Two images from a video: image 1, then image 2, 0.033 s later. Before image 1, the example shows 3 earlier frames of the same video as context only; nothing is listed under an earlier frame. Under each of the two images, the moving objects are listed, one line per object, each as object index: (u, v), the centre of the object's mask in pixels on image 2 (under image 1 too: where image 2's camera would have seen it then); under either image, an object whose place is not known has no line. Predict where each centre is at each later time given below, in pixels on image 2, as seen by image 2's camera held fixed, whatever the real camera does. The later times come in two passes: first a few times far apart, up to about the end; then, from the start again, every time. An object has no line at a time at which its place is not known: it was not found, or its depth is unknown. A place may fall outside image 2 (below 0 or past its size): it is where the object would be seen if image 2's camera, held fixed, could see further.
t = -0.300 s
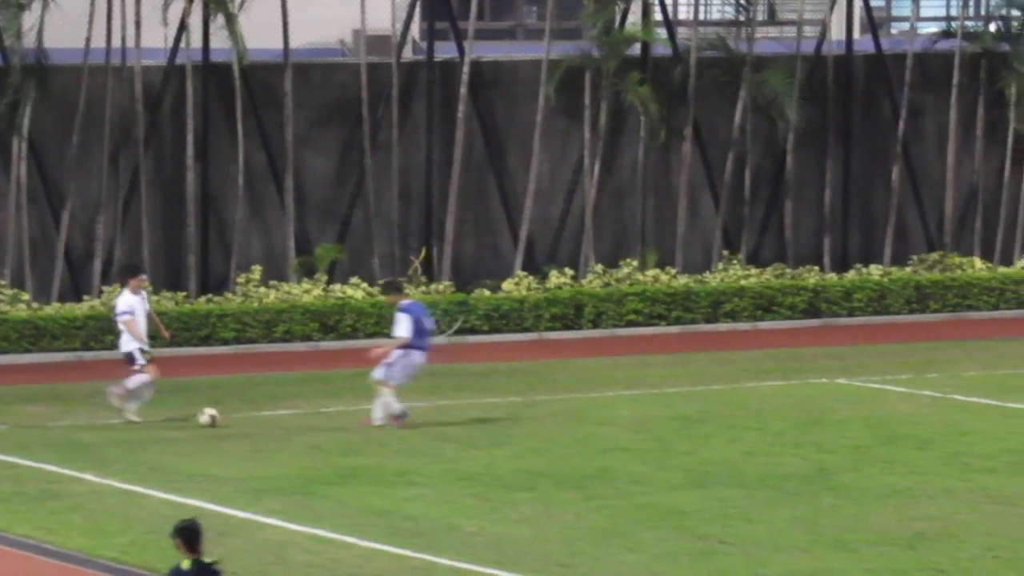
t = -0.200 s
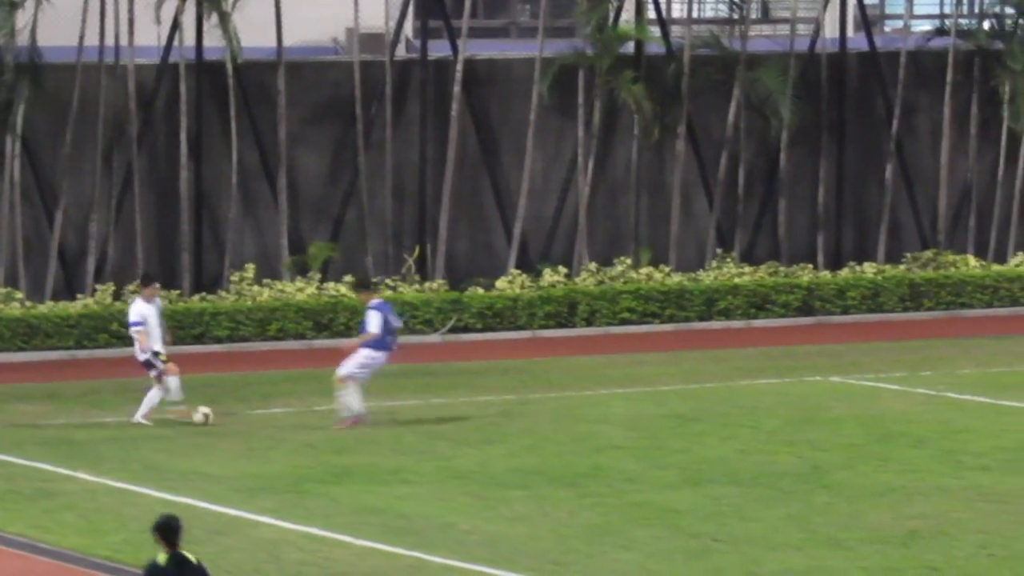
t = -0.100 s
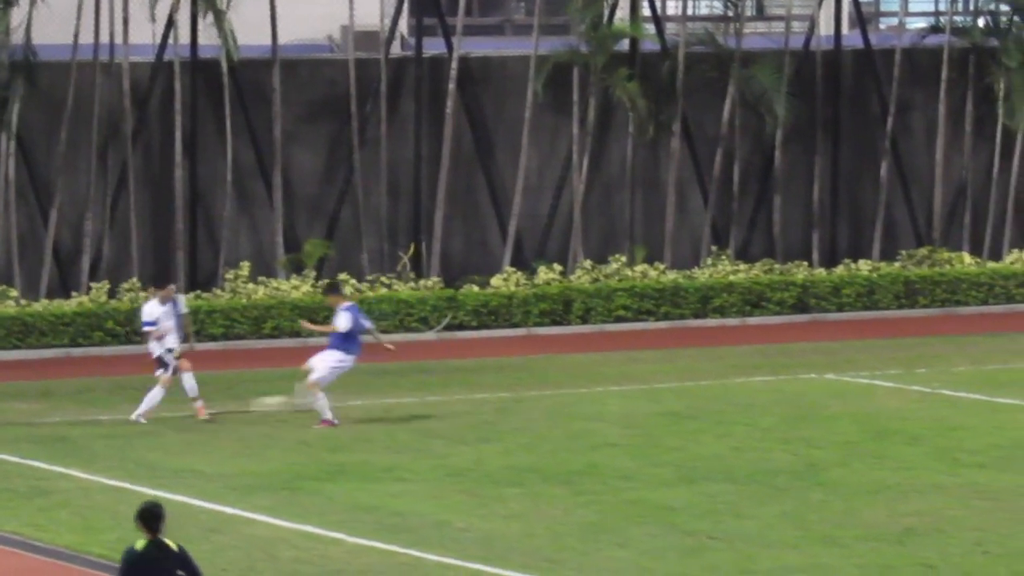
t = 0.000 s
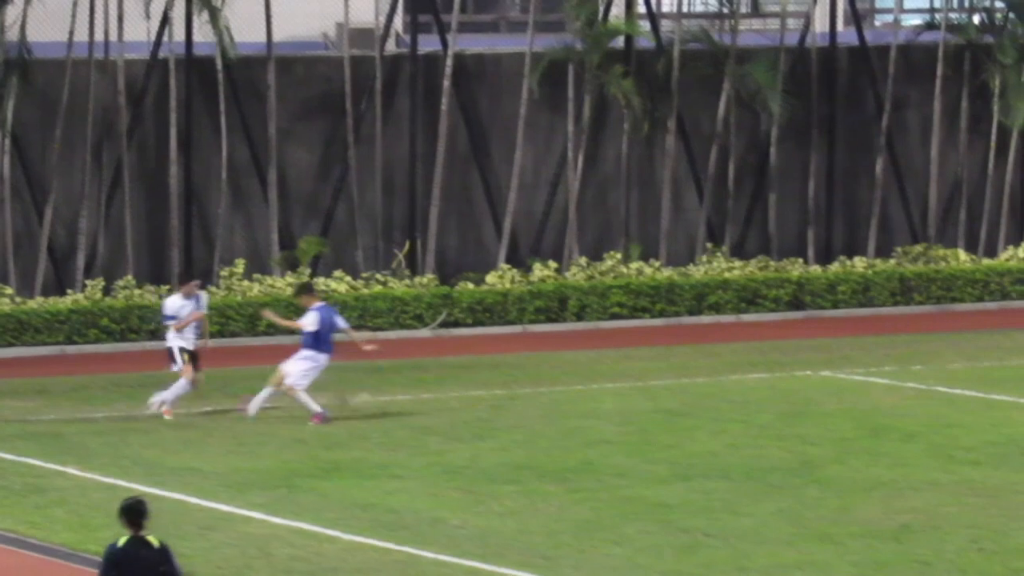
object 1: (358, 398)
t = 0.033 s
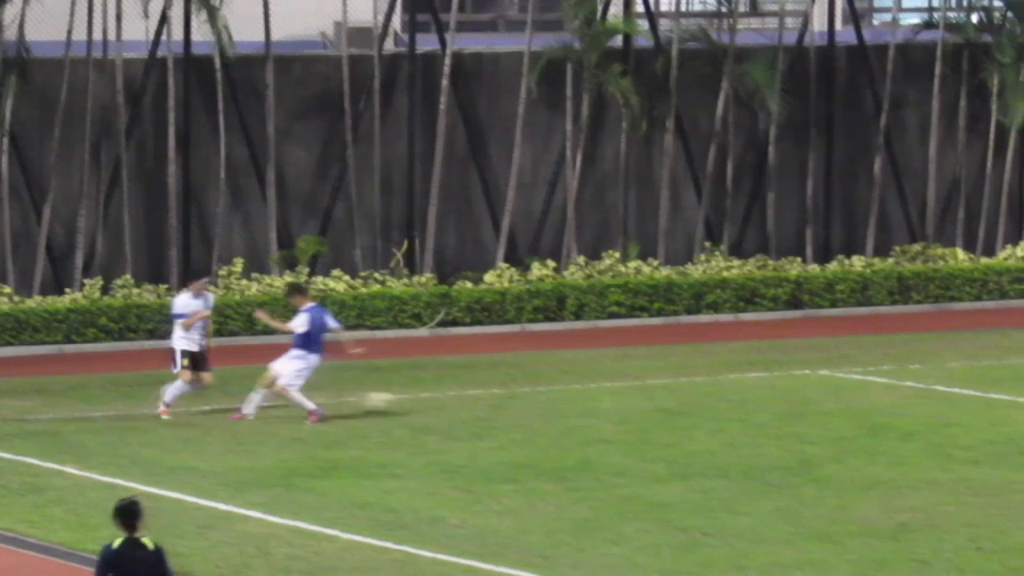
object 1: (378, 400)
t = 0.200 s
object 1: (496, 399)
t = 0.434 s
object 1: (632, 400)
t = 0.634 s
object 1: (719, 399)
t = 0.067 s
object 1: (403, 402)
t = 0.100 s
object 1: (430, 405)
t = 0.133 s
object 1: (453, 401)
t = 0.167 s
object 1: (476, 400)
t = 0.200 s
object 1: (496, 399)
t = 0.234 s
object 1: (518, 400)
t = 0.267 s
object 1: (540, 401)
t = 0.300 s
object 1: (560, 402)
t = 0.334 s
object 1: (580, 401)
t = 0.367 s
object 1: (598, 400)
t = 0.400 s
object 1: (614, 400)
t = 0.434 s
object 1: (632, 400)
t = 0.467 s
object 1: (649, 401)
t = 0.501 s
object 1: (664, 401)
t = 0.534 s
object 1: (679, 400)
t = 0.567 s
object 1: (691, 399)
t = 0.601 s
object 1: (706, 399)
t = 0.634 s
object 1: (719, 399)
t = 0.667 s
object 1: (733, 400)
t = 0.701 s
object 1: (745, 400)
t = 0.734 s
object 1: (759, 399)
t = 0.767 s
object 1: (771, 398)
